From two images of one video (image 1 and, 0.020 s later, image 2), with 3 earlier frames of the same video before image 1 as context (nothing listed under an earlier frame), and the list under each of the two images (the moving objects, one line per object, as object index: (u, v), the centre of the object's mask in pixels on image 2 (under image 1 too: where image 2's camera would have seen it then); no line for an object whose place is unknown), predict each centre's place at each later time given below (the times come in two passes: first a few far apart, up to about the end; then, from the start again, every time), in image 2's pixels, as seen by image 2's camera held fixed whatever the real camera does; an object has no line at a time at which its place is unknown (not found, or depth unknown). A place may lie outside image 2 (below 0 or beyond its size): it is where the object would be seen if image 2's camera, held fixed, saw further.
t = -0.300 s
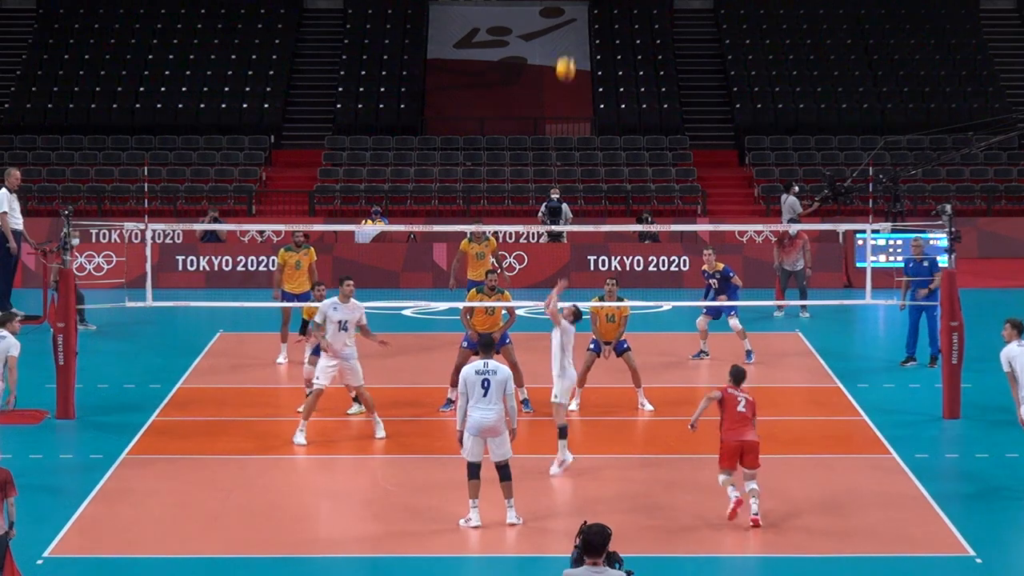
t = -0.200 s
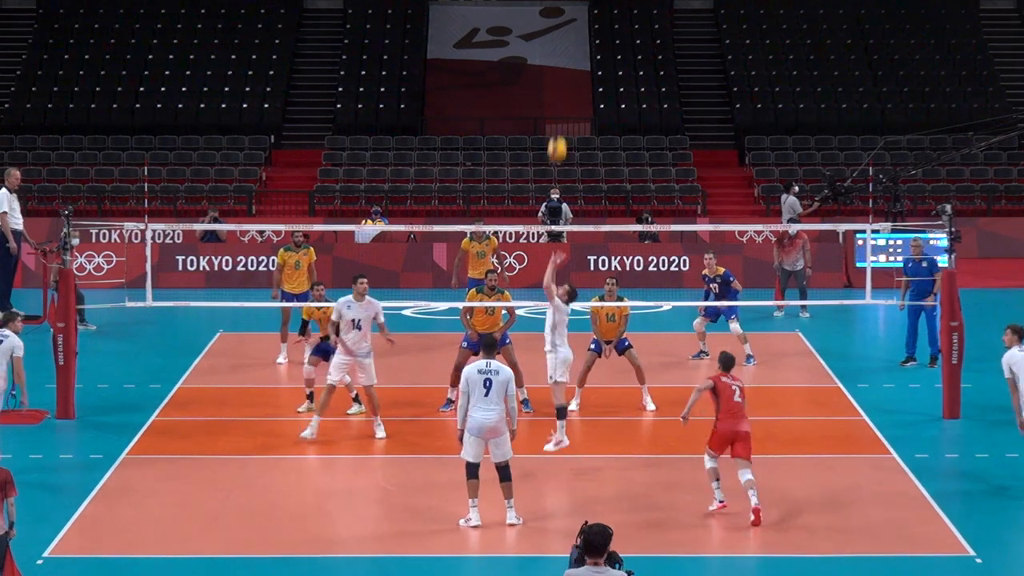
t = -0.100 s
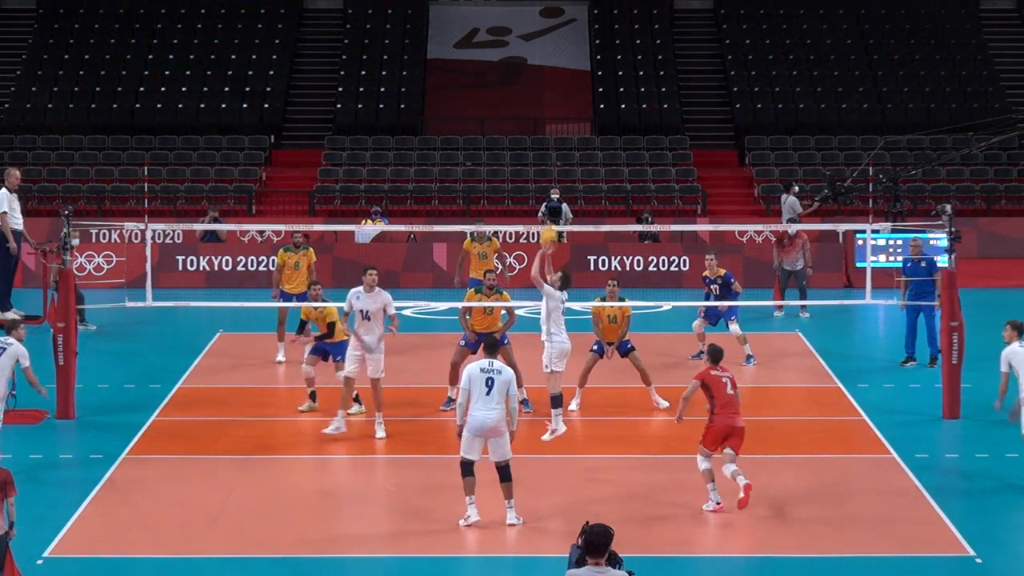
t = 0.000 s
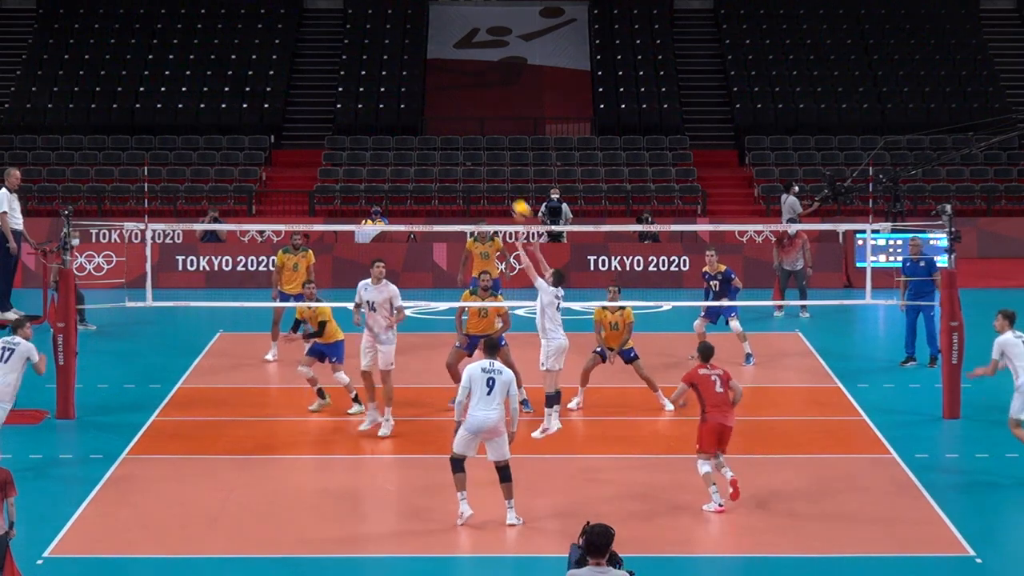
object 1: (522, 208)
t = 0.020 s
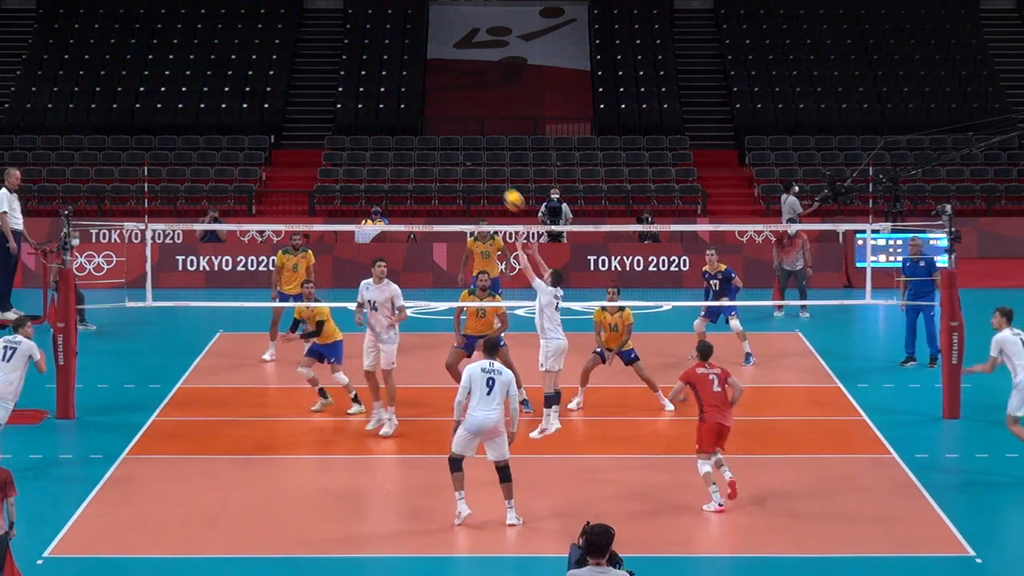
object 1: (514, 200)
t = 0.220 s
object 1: (438, 115)
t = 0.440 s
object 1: (363, 65)
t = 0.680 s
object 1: (287, 60)
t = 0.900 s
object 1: (223, 96)
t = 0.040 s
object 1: (506, 190)
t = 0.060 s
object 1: (499, 180)
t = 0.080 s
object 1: (491, 171)
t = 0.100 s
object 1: (483, 161)
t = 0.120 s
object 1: (476, 152)
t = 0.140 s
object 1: (468, 144)
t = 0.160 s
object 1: (460, 136)
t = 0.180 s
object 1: (453, 129)
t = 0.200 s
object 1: (445, 122)
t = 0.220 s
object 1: (438, 115)
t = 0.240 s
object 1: (431, 109)
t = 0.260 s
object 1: (425, 103)
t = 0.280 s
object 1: (417, 97)
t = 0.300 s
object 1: (411, 92)
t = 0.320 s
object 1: (403, 87)
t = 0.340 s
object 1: (397, 83)
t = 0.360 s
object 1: (389, 78)
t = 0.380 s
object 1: (383, 74)
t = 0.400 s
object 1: (377, 71)
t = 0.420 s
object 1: (370, 68)
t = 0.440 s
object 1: (363, 65)
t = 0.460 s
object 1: (356, 63)
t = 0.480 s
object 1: (350, 61)
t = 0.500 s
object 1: (343, 60)
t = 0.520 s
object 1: (337, 58)
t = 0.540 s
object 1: (331, 58)
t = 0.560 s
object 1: (324, 57)
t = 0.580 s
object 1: (318, 56)
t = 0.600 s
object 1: (312, 56)
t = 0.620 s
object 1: (305, 57)
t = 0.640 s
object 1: (299, 57)
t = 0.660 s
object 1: (293, 58)
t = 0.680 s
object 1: (287, 60)
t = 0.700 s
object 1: (281, 61)
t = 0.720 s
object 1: (275, 64)
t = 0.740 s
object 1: (269, 66)
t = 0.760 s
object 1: (263, 69)
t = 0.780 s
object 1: (257, 72)
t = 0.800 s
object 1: (251, 75)
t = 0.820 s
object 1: (245, 79)
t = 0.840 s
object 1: (240, 83)
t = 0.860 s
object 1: (234, 87)
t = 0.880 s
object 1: (228, 91)
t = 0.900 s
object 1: (223, 96)
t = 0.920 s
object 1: (217, 102)
